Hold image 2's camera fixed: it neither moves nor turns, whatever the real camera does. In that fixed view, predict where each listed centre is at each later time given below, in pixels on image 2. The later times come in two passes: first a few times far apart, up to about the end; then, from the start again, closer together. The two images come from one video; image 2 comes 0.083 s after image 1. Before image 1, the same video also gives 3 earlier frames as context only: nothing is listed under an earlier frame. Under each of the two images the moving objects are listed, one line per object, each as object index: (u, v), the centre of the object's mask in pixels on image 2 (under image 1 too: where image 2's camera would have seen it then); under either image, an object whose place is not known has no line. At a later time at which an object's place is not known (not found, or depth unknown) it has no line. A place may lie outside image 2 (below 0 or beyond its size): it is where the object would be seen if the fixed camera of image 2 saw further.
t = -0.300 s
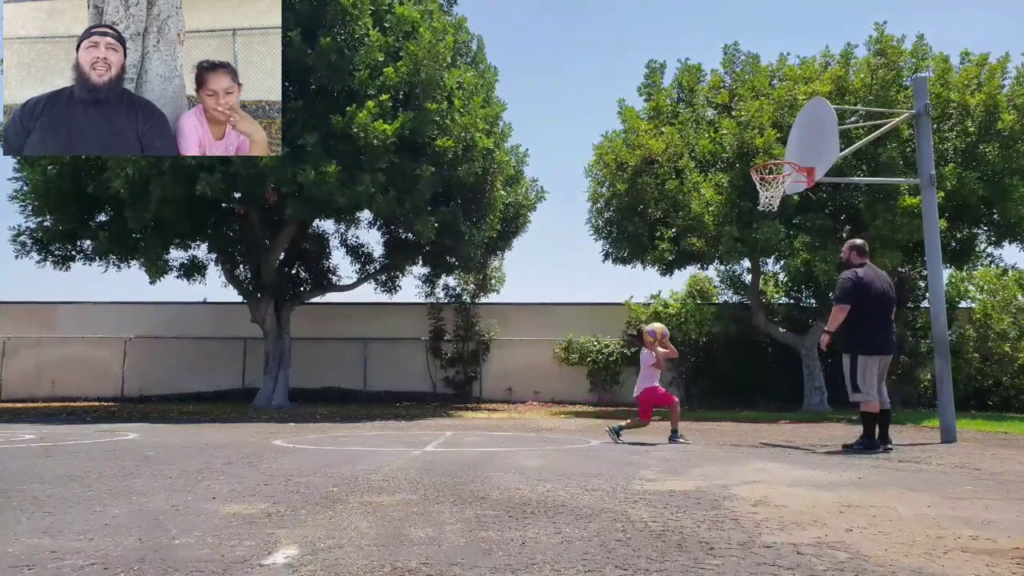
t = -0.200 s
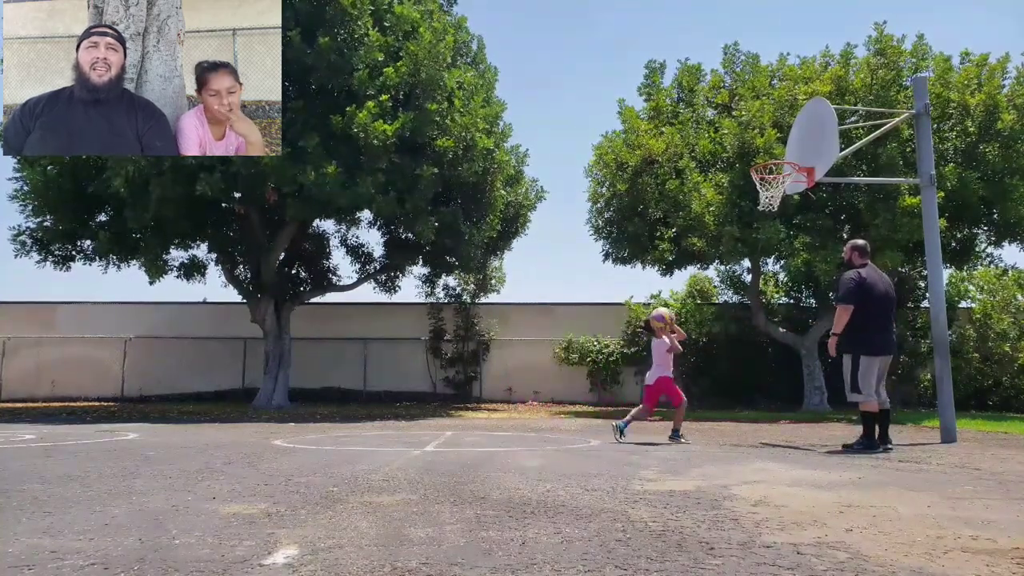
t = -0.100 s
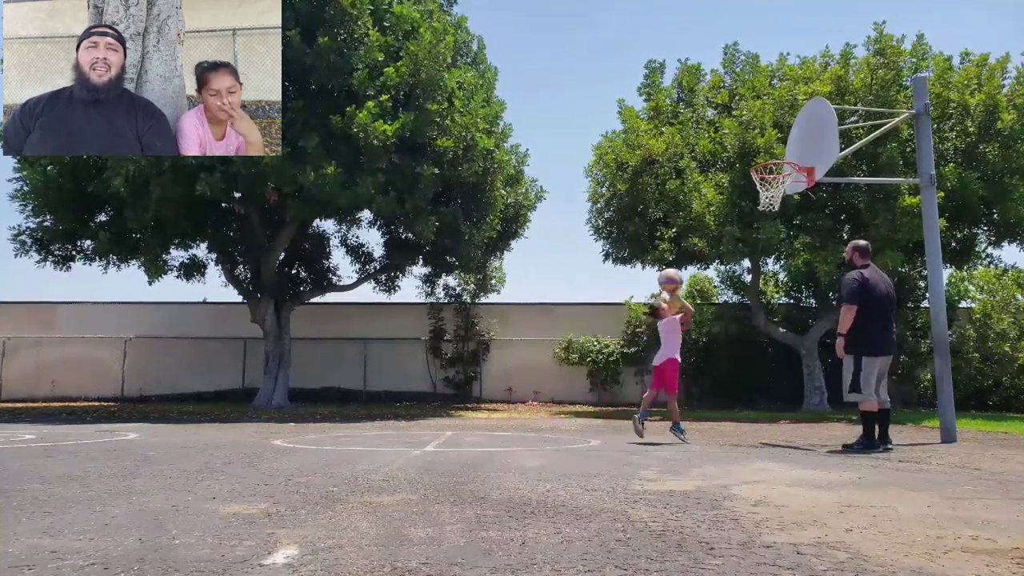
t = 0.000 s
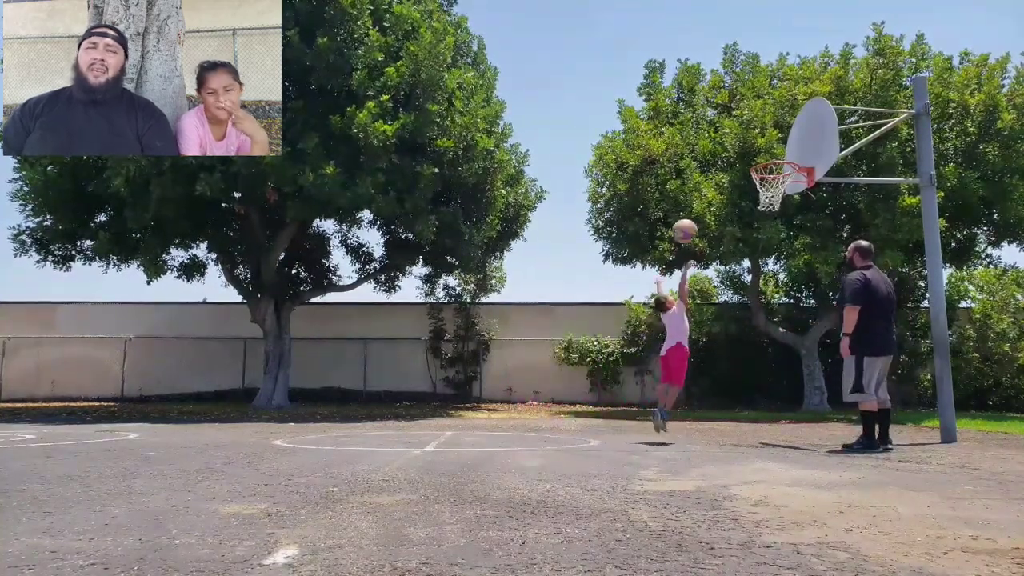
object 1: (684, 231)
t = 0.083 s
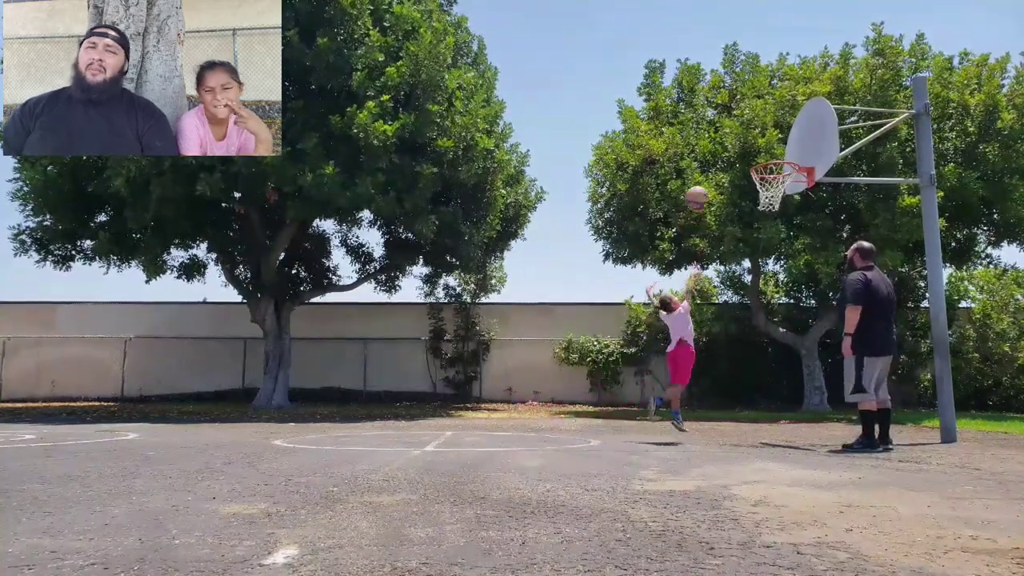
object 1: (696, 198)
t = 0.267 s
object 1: (723, 152)
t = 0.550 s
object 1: (760, 145)
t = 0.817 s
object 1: (784, 199)
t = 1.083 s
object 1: (742, 289)
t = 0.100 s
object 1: (699, 192)
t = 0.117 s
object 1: (701, 186)
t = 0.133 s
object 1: (704, 181)
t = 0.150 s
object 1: (706, 176)
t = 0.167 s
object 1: (708, 173)
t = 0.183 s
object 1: (711, 168)
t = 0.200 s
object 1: (713, 165)
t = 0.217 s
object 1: (716, 161)
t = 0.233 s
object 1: (718, 157)
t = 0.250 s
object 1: (721, 154)
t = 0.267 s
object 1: (723, 152)
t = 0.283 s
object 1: (725, 150)
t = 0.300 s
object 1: (728, 147)
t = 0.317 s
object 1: (729, 145)
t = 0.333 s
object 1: (731, 143)
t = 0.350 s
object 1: (734, 142)
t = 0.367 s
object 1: (736, 141)
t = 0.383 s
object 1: (739, 140)
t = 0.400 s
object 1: (740, 140)
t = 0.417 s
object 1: (743, 139)
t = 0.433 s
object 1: (745, 139)
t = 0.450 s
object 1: (747, 138)
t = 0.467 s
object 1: (750, 139)
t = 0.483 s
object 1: (752, 140)
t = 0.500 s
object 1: (754, 141)
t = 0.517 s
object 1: (756, 142)
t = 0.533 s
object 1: (757, 144)
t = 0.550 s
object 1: (760, 145)
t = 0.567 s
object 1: (762, 146)
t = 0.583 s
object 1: (765, 149)
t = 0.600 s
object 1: (767, 150)
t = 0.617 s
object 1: (769, 152)
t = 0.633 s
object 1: (771, 154)
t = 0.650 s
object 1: (772, 155)
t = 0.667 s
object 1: (776, 157)
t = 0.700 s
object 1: (780, 166)
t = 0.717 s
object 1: (782, 169)
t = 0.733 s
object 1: (789, 173)
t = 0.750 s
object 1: (792, 186)
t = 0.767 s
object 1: (789, 189)
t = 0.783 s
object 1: (788, 191)
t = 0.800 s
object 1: (786, 194)
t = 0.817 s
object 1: (784, 199)
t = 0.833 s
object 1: (783, 201)
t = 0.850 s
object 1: (778, 208)
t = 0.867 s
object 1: (772, 213)
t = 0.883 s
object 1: (768, 214)
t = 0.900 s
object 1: (766, 218)
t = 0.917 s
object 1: (764, 223)
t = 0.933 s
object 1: (762, 228)
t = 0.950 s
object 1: (760, 234)
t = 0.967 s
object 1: (757, 240)
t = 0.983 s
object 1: (755, 246)
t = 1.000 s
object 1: (753, 252)
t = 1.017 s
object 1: (751, 259)
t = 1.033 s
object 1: (750, 266)
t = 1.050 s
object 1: (747, 274)
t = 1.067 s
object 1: (745, 281)
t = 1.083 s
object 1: (742, 289)
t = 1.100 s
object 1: (740, 297)
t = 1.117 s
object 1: (738, 305)
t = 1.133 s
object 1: (736, 313)
